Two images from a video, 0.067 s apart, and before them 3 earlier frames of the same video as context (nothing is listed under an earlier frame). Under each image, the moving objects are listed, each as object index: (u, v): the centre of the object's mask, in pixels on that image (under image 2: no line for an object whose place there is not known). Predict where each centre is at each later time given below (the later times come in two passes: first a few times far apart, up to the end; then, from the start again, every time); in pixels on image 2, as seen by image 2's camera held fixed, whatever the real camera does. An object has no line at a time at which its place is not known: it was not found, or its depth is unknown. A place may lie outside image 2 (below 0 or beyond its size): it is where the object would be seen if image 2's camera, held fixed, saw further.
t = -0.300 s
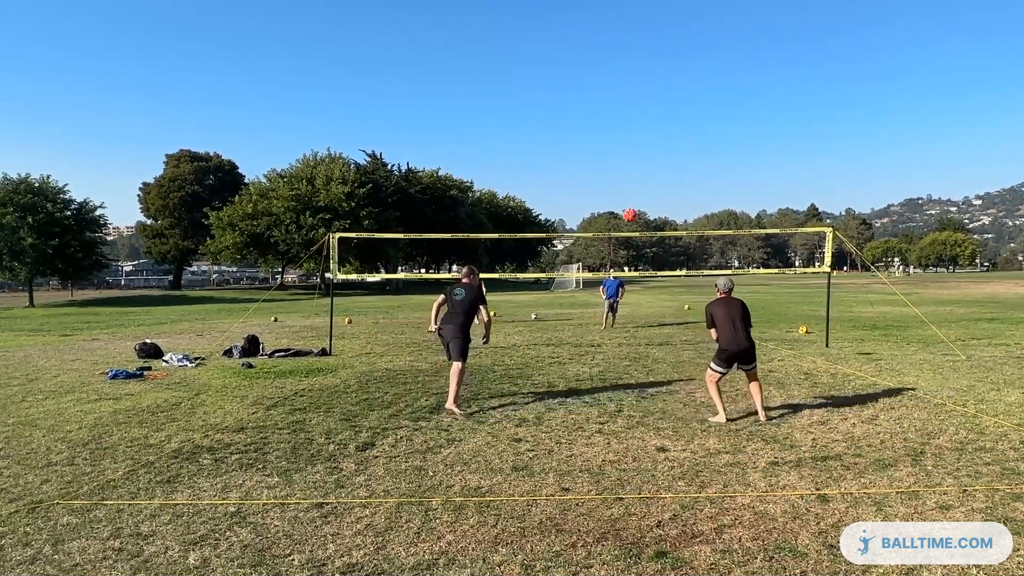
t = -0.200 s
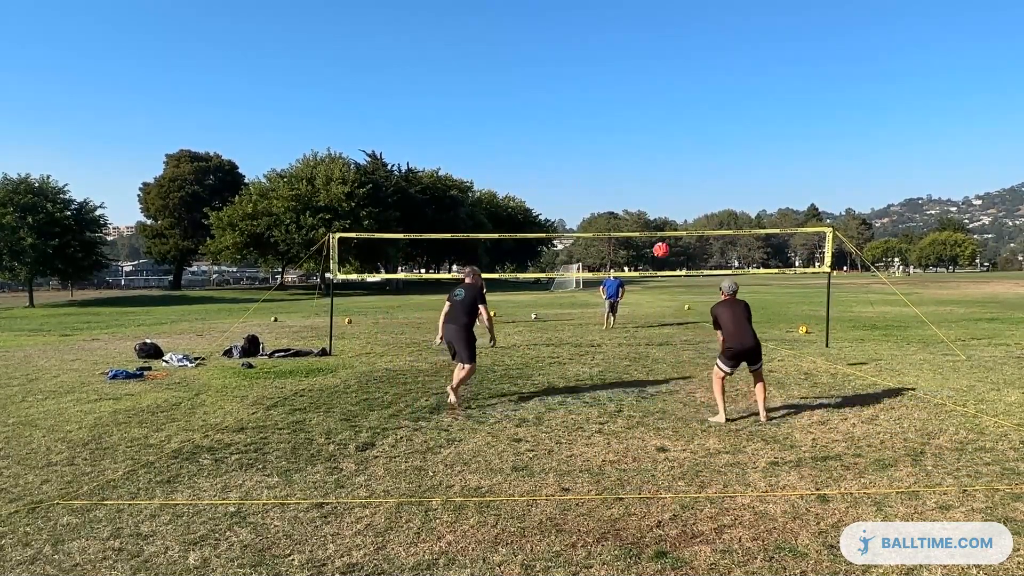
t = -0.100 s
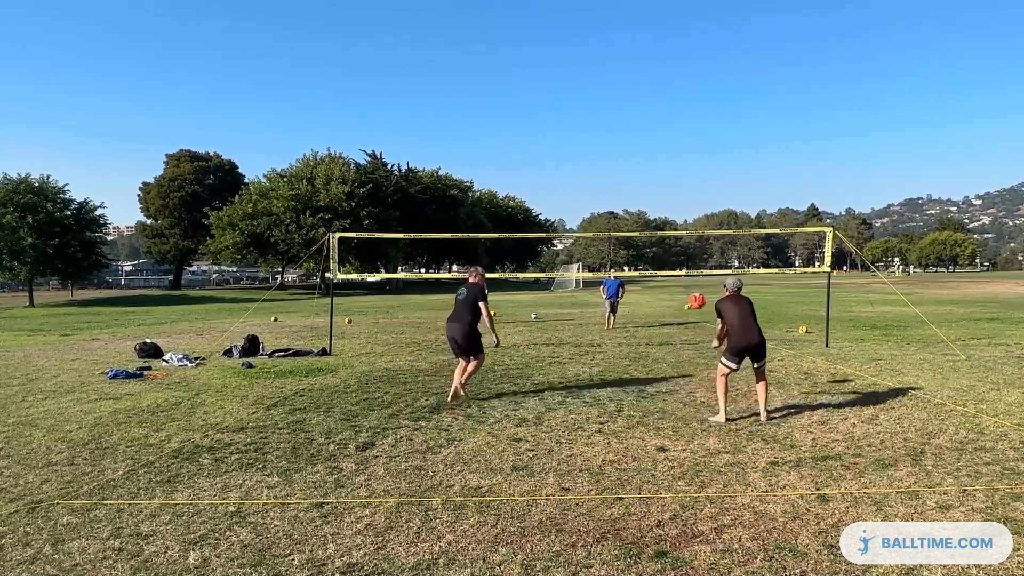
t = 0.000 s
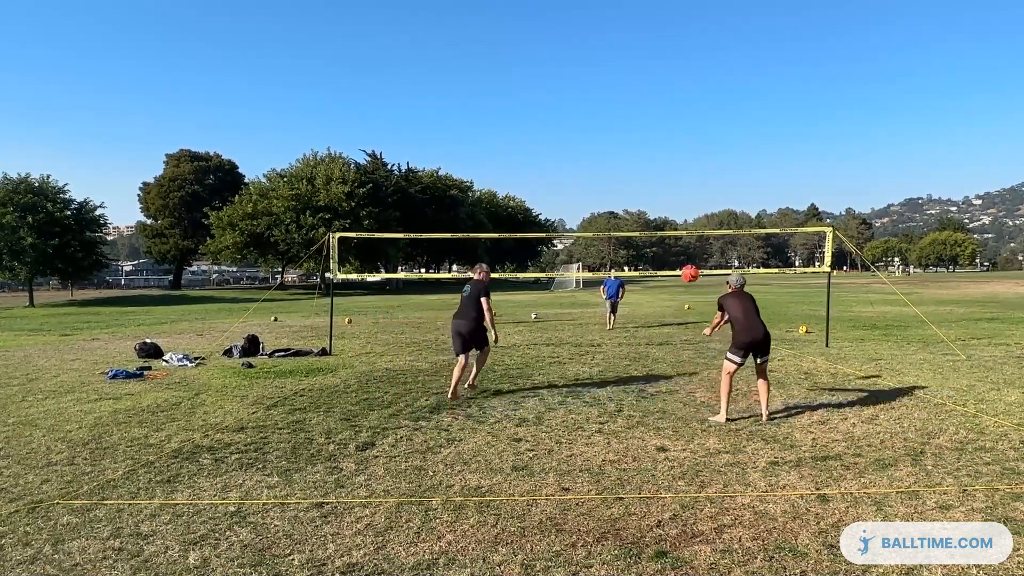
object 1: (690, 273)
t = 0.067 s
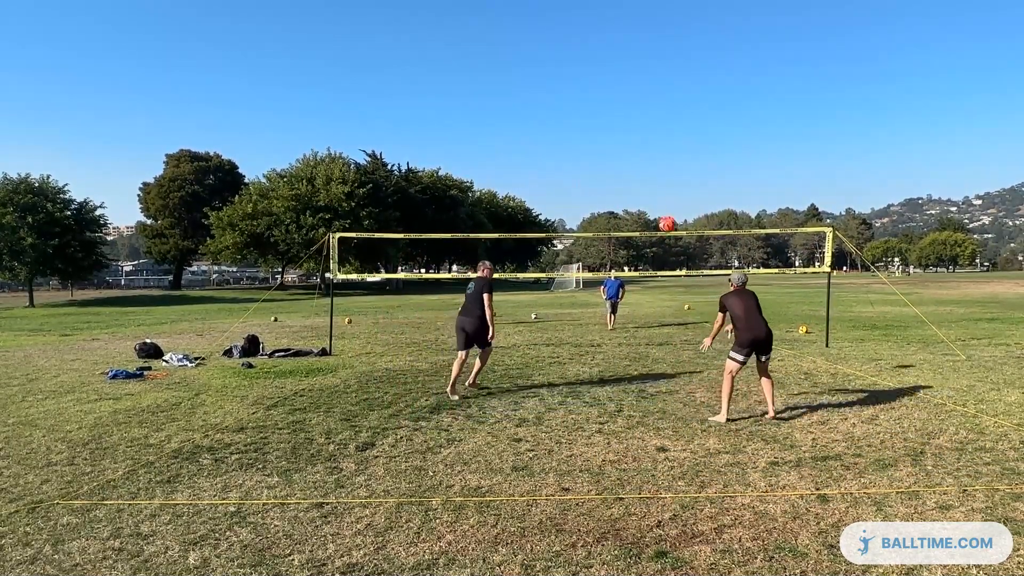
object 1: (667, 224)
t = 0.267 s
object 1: (612, 114)
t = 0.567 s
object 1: (548, 29)
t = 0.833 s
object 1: (506, 8)
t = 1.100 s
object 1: (472, 25)
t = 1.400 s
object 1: (442, 77)
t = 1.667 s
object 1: (420, 145)
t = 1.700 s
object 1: (418, 154)
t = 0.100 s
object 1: (657, 202)
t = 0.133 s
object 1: (647, 182)
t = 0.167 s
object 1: (638, 163)
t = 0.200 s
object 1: (629, 145)
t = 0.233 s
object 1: (620, 129)
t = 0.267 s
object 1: (612, 114)
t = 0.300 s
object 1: (604, 100)
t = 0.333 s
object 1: (596, 88)
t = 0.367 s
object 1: (588, 76)
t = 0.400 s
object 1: (581, 66)
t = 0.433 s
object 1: (574, 57)
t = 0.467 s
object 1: (567, 48)
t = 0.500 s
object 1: (561, 41)
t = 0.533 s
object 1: (554, 35)
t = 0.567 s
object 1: (548, 29)
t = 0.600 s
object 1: (542, 24)
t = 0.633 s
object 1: (537, 19)
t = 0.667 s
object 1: (531, 16)
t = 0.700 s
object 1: (526, 13)
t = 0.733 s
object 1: (521, 11)
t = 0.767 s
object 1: (516, 9)
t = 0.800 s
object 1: (511, 8)
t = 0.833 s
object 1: (506, 8)
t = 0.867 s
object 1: (501, 8)
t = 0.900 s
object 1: (497, 9)
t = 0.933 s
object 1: (493, 10)
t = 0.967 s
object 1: (488, 13)
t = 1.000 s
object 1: (484, 15)
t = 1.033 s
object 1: (480, 18)
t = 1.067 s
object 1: (476, 21)
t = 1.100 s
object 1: (472, 25)
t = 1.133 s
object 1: (469, 29)
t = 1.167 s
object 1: (465, 33)
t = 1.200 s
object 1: (461, 39)
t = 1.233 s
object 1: (458, 44)
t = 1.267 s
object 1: (454, 50)
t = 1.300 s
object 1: (451, 56)
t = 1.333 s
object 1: (448, 62)
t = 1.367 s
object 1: (445, 69)
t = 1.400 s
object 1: (442, 77)
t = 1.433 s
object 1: (439, 84)
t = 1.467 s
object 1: (436, 92)
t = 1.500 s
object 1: (433, 100)
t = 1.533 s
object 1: (431, 108)
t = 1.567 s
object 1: (428, 117)
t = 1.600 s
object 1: (425, 126)
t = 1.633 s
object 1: (423, 135)
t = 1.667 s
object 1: (420, 145)
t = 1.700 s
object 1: (418, 154)
